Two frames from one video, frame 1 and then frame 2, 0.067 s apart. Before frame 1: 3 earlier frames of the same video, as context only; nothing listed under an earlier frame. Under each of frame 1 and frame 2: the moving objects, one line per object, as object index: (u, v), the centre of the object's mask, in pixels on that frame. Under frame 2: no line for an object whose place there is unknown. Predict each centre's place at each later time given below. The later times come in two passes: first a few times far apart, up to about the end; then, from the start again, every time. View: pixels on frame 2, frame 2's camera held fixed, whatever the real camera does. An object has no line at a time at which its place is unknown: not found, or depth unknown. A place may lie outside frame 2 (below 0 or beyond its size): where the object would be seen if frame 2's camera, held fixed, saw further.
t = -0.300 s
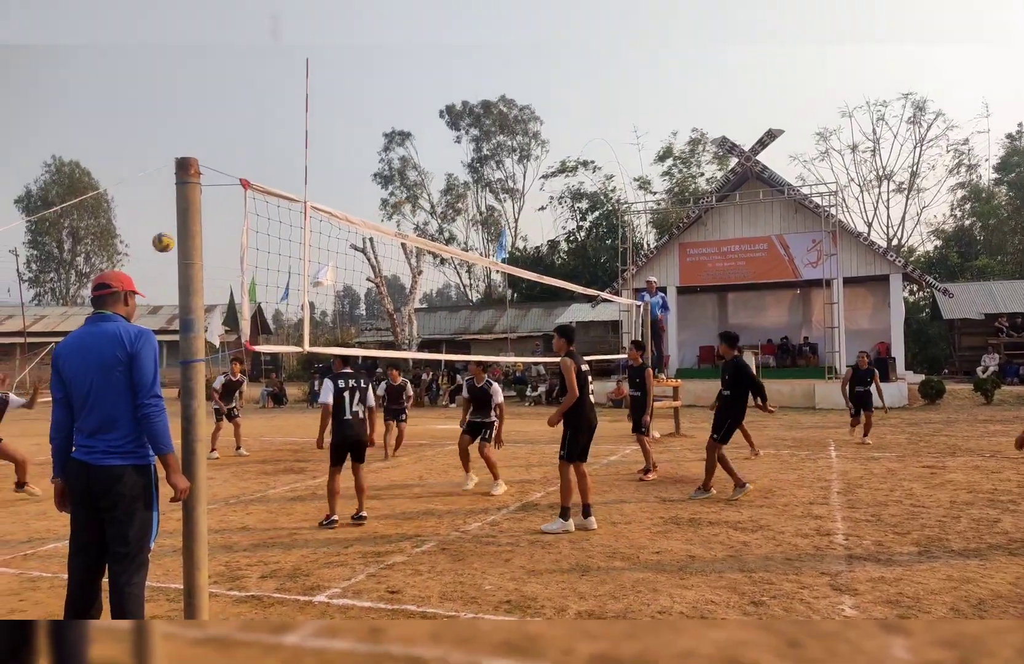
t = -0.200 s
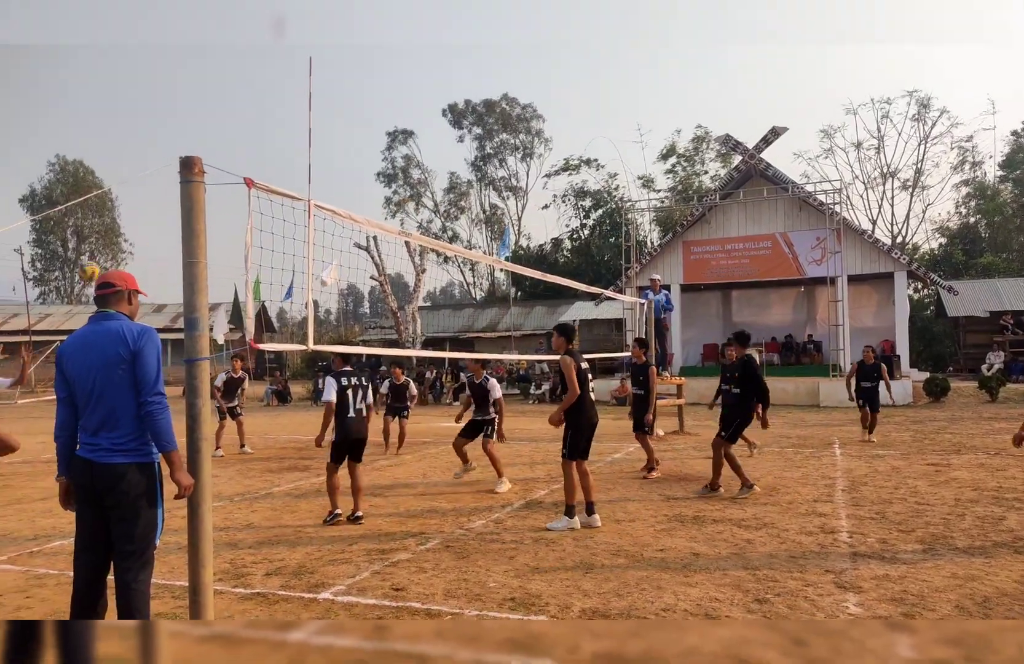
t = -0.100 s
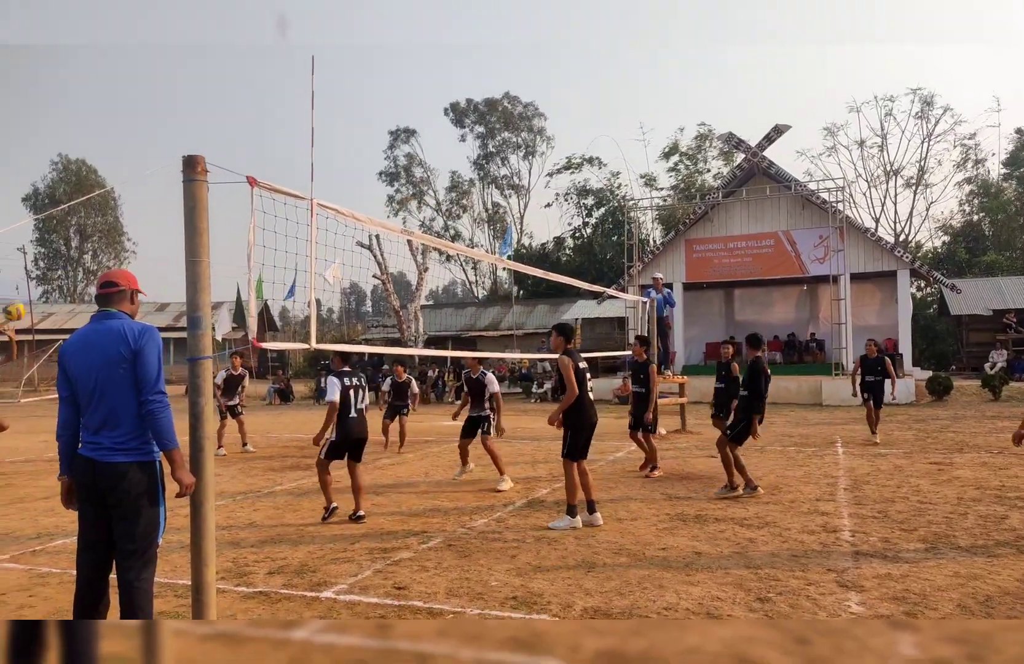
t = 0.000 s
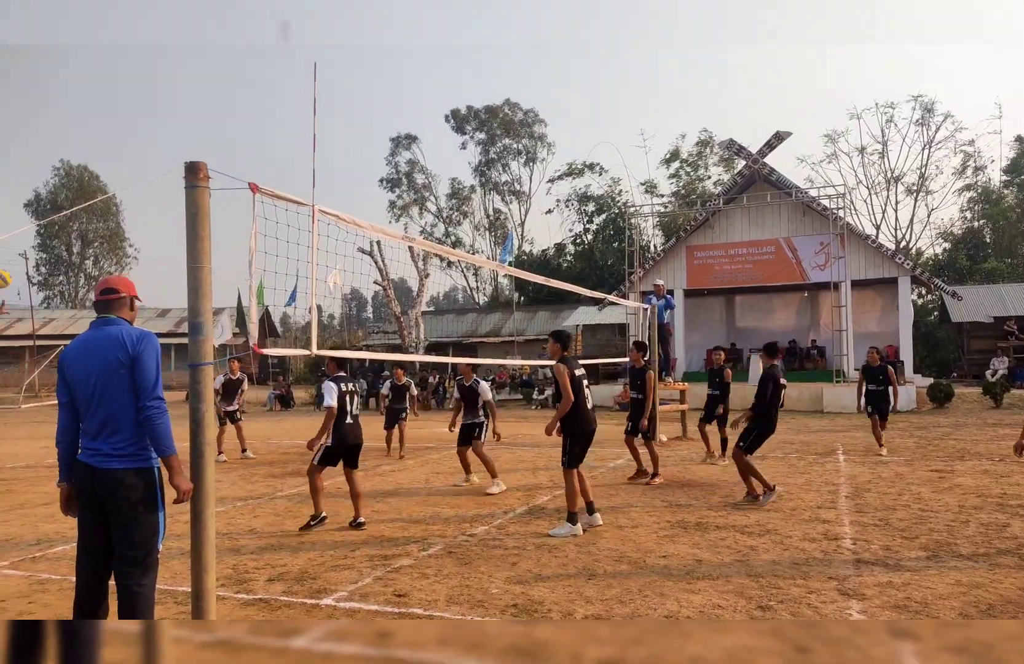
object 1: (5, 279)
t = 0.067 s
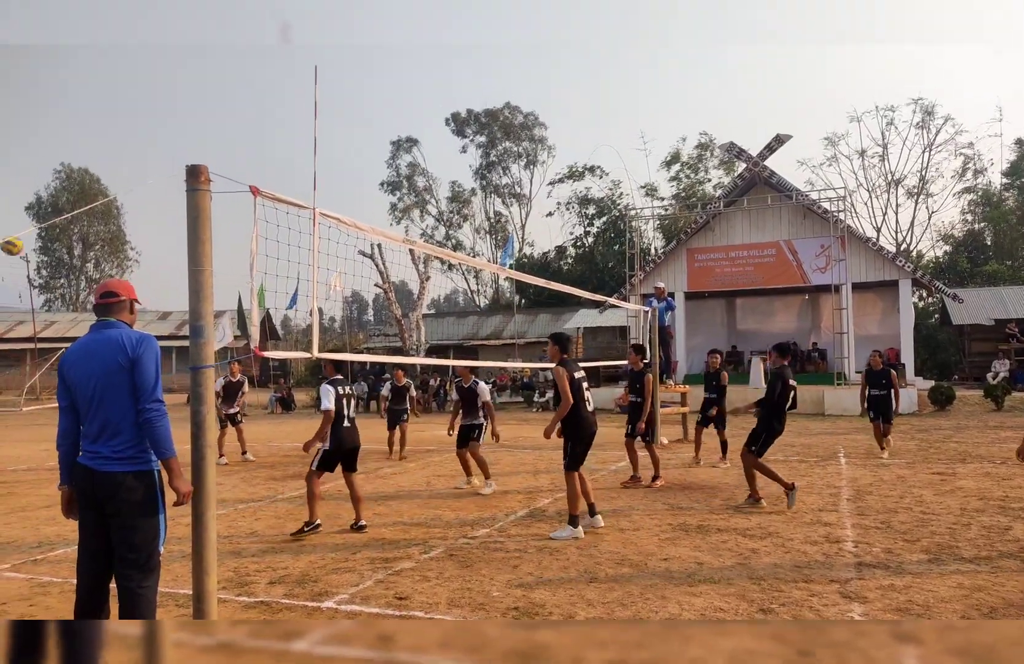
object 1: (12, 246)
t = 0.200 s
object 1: (33, 185)
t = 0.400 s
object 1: (63, 122)
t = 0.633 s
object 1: (97, 97)
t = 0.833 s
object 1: (127, 123)
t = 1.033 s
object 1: (153, 195)
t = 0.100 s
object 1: (16, 229)
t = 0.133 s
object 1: (23, 213)
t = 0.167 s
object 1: (28, 198)
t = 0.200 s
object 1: (33, 185)
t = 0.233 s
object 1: (38, 172)
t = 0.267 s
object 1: (43, 160)
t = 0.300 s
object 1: (48, 148)
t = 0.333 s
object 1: (53, 138)
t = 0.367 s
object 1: (58, 130)
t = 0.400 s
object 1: (63, 122)
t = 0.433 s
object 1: (67, 114)
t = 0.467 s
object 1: (72, 108)
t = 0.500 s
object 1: (77, 104)
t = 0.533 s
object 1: (82, 100)
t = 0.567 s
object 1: (87, 99)
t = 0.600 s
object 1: (92, 98)
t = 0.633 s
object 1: (97, 97)
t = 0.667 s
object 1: (102, 99)
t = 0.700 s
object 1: (107, 101)
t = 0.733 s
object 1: (111, 105)
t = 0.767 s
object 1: (116, 109)
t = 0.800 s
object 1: (122, 116)
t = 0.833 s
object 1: (127, 123)
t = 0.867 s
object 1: (131, 131)
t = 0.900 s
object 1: (135, 141)
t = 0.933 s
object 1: (140, 152)
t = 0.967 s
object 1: (144, 165)
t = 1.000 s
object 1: (149, 180)
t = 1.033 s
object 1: (153, 195)
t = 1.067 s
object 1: (157, 213)
